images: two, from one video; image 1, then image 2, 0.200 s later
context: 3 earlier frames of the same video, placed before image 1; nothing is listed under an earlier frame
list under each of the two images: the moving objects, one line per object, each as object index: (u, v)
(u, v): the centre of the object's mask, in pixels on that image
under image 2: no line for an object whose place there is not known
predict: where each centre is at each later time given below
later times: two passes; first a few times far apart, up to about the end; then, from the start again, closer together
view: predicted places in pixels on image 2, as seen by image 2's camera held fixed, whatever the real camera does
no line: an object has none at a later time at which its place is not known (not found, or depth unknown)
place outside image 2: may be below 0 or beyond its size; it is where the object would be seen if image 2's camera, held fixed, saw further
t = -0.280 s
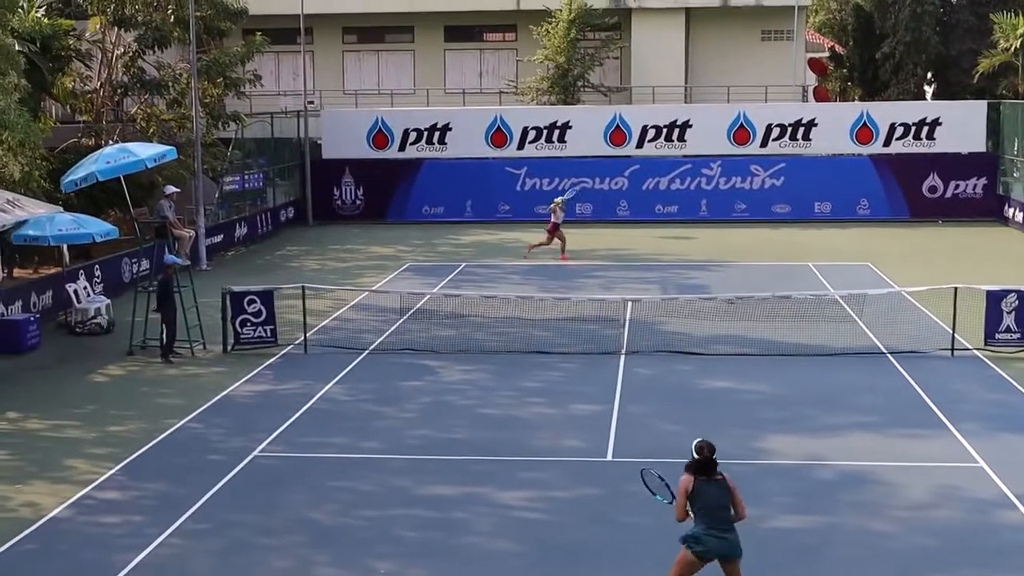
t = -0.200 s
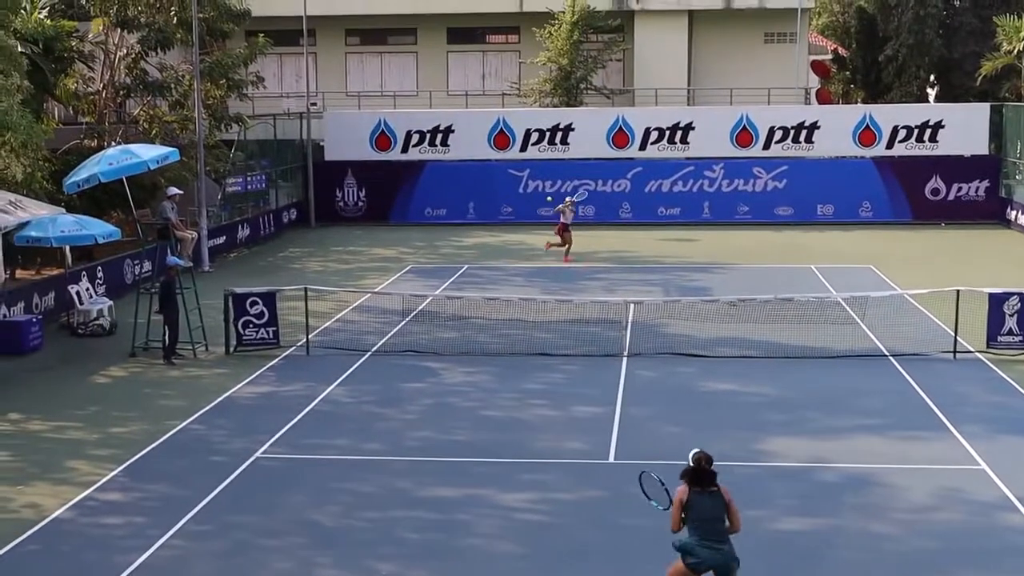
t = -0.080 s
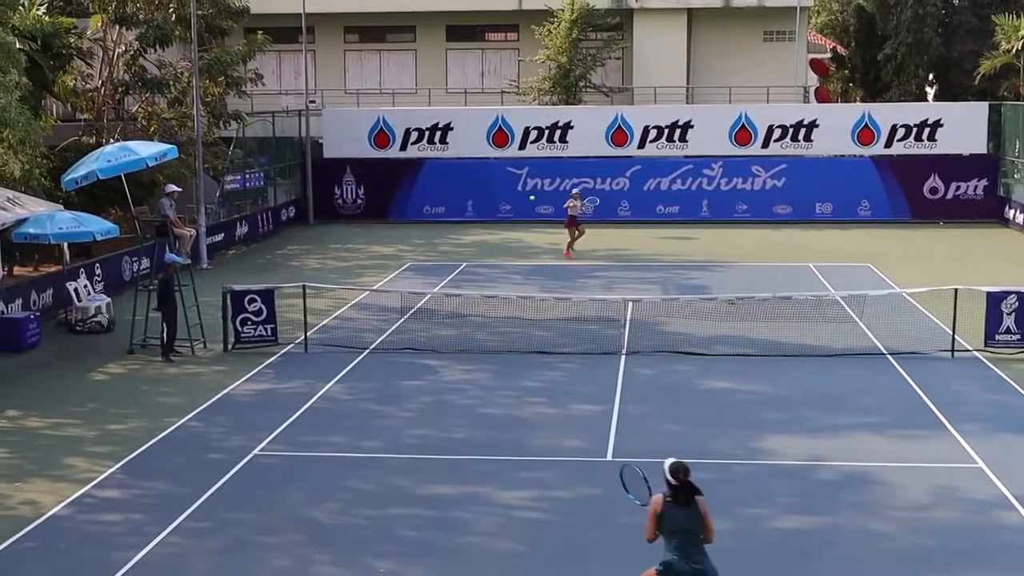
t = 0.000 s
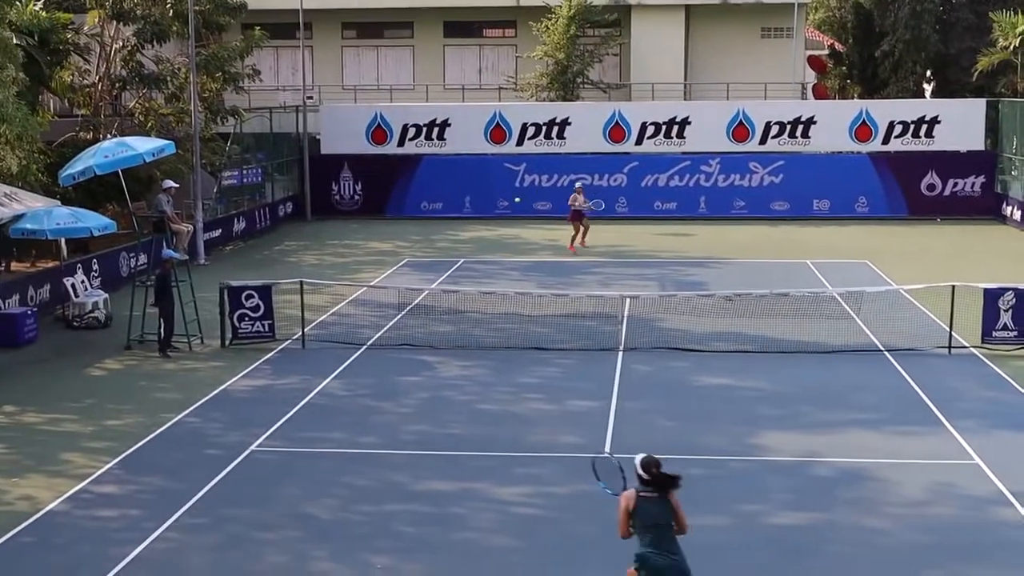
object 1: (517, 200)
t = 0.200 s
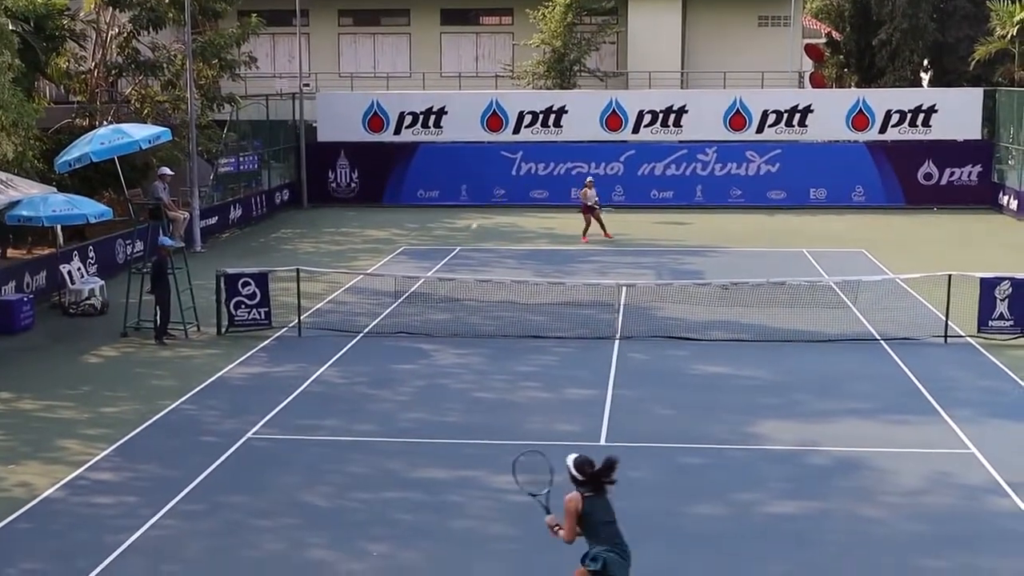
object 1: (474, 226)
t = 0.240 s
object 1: (464, 239)
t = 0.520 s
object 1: (375, 400)
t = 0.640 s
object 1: (320, 526)
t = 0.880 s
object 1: (213, 552)
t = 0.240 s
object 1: (464, 239)
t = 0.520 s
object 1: (375, 400)
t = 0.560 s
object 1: (359, 436)
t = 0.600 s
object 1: (340, 479)
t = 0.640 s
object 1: (320, 526)
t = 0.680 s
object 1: (301, 558)
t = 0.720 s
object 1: (286, 553)
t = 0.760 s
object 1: (269, 549)
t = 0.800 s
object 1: (252, 549)
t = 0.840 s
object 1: (233, 550)
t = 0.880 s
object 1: (213, 552)
